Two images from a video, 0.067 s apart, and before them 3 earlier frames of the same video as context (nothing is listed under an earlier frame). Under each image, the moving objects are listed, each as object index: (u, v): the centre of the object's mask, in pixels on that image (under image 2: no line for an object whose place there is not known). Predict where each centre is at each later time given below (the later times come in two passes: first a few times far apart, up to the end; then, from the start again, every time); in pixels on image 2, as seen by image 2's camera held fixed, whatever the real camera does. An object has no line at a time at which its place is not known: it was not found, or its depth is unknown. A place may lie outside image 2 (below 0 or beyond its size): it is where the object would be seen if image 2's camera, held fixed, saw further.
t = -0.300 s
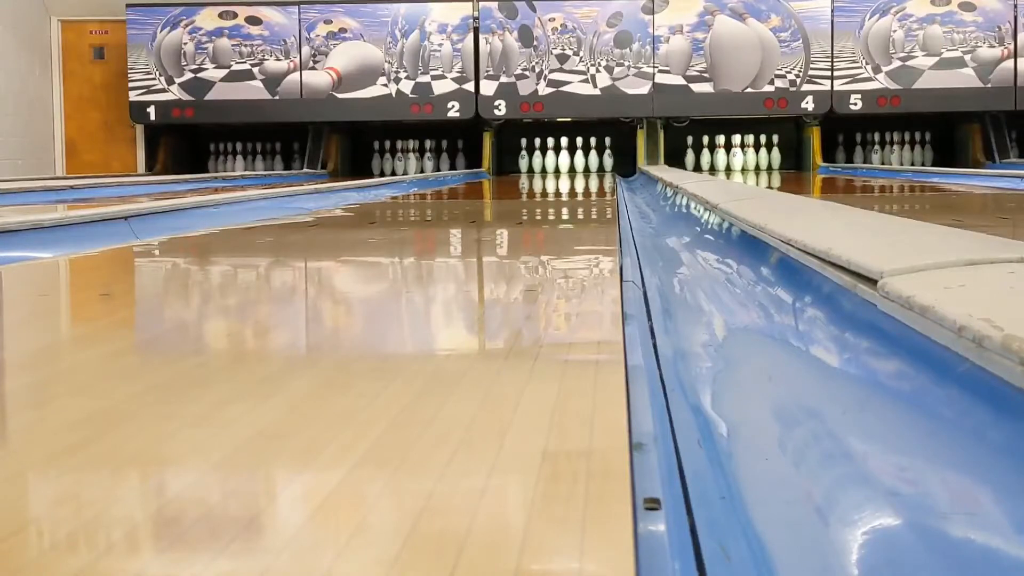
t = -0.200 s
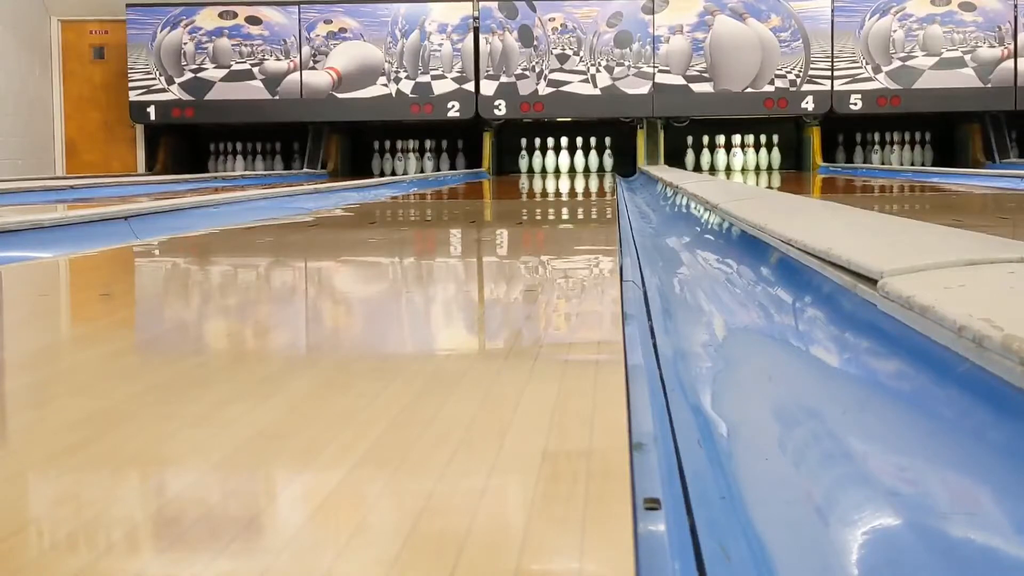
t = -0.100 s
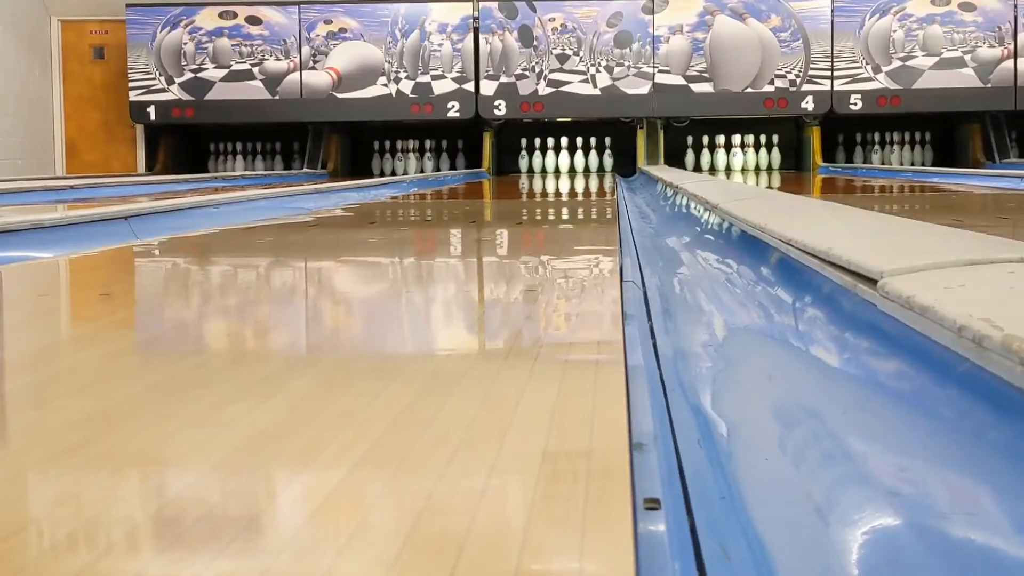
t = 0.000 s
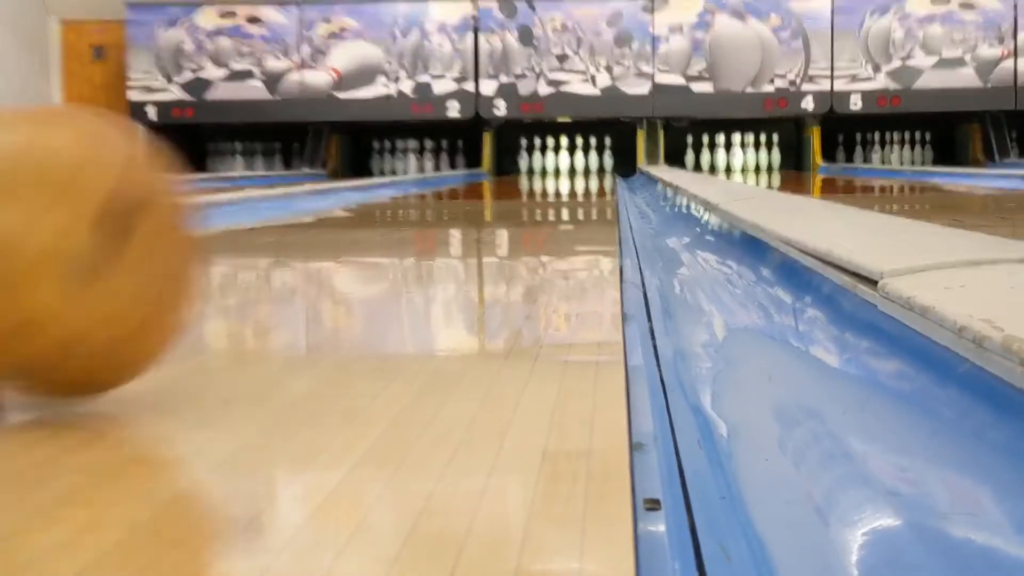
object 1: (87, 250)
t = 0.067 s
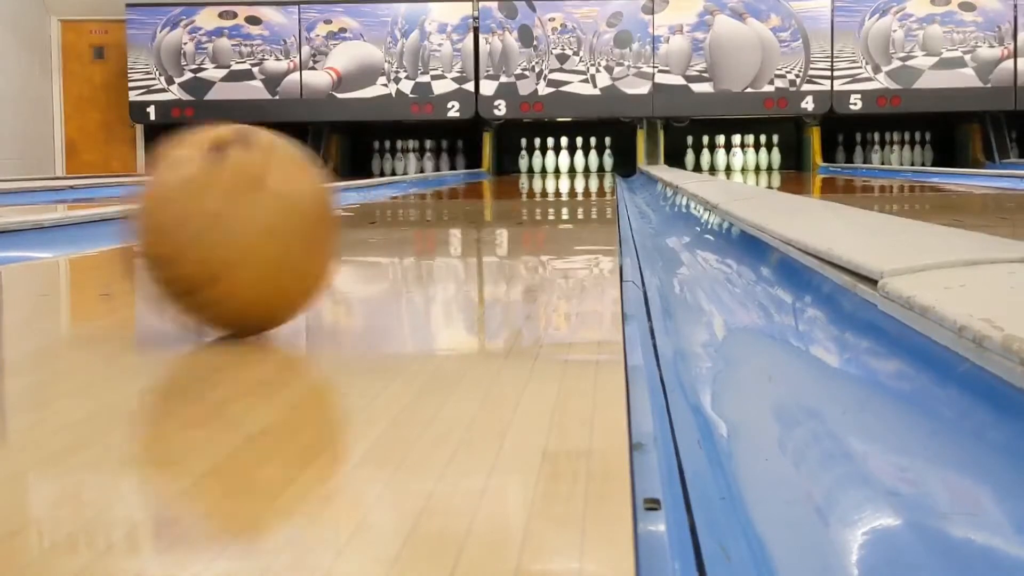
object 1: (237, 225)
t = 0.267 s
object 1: (442, 192)
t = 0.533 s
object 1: (528, 179)
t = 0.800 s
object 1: (566, 172)
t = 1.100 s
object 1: (587, 167)
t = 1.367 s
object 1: (595, 165)
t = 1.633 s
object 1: (596, 164)
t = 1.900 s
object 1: (589, 163)
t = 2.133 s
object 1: (577, 164)
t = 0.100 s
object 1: (293, 216)
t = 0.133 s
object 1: (336, 209)
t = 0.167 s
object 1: (371, 203)
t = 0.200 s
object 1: (400, 198)
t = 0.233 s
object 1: (422, 193)
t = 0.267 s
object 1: (442, 192)
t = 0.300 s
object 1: (459, 189)
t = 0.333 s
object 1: (473, 186)
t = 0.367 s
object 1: (484, 185)
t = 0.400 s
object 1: (495, 183)
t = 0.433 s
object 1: (506, 181)
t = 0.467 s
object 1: (514, 180)
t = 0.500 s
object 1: (520, 180)
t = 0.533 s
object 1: (528, 179)
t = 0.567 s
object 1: (534, 178)
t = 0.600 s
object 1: (540, 177)
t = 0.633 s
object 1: (545, 176)
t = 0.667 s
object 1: (551, 175)
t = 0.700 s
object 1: (555, 174)
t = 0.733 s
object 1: (559, 173)
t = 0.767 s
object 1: (563, 172)
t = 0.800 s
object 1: (566, 172)
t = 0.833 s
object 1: (569, 171)
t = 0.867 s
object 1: (572, 170)
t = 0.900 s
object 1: (575, 170)
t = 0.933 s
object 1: (577, 169)
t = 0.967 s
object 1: (580, 169)
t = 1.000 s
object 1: (582, 169)
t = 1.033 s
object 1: (584, 168)
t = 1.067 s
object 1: (586, 168)
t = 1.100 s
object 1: (587, 167)
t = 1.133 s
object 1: (588, 167)
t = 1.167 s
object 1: (590, 167)
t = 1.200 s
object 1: (591, 167)
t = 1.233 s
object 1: (592, 166)
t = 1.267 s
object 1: (593, 166)
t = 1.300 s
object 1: (594, 166)
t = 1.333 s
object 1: (595, 165)
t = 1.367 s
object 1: (595, 165)
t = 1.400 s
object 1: (596, 165)
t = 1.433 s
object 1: (596, 165)
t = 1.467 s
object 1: (596, 165)
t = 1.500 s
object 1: (597, 165)
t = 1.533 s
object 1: (597, 164)
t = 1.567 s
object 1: (597, 164)
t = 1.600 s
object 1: (596, 164)
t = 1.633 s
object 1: (596, 164)
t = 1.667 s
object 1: (596, 164)
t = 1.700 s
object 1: (595, 164)
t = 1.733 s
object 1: (595, 164)
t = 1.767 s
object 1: (594, 164)
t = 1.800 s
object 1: (593, 164)
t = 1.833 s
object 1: (592, 163)
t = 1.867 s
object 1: (591, 163)
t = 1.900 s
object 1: (589, 163)
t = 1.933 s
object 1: (587, 163)
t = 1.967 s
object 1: (585, 164)
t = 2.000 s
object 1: (583, 164)
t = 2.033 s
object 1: (581, 164)
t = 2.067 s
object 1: (580, 163)
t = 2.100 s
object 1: (578, 164)
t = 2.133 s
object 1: (577, 164)
